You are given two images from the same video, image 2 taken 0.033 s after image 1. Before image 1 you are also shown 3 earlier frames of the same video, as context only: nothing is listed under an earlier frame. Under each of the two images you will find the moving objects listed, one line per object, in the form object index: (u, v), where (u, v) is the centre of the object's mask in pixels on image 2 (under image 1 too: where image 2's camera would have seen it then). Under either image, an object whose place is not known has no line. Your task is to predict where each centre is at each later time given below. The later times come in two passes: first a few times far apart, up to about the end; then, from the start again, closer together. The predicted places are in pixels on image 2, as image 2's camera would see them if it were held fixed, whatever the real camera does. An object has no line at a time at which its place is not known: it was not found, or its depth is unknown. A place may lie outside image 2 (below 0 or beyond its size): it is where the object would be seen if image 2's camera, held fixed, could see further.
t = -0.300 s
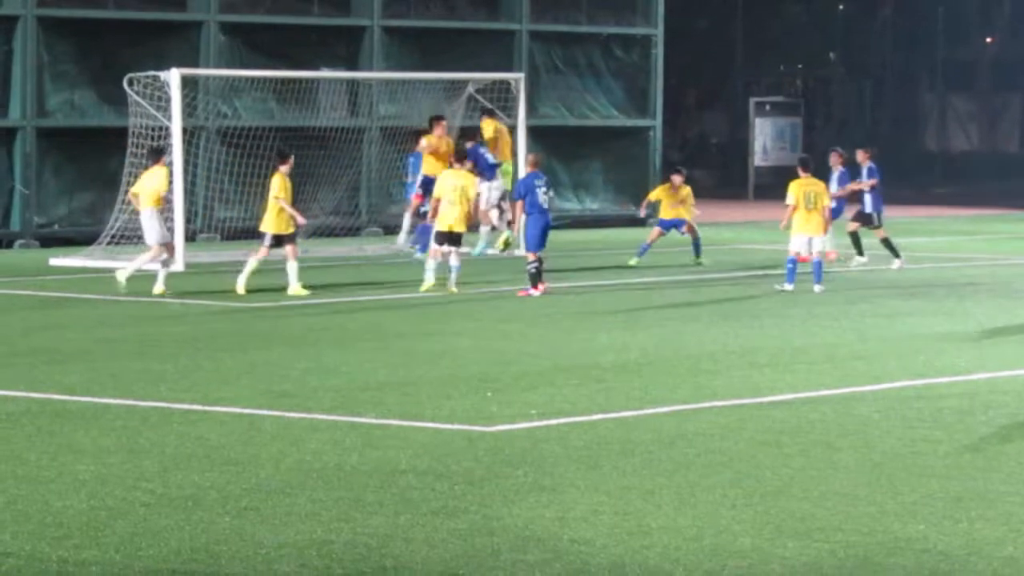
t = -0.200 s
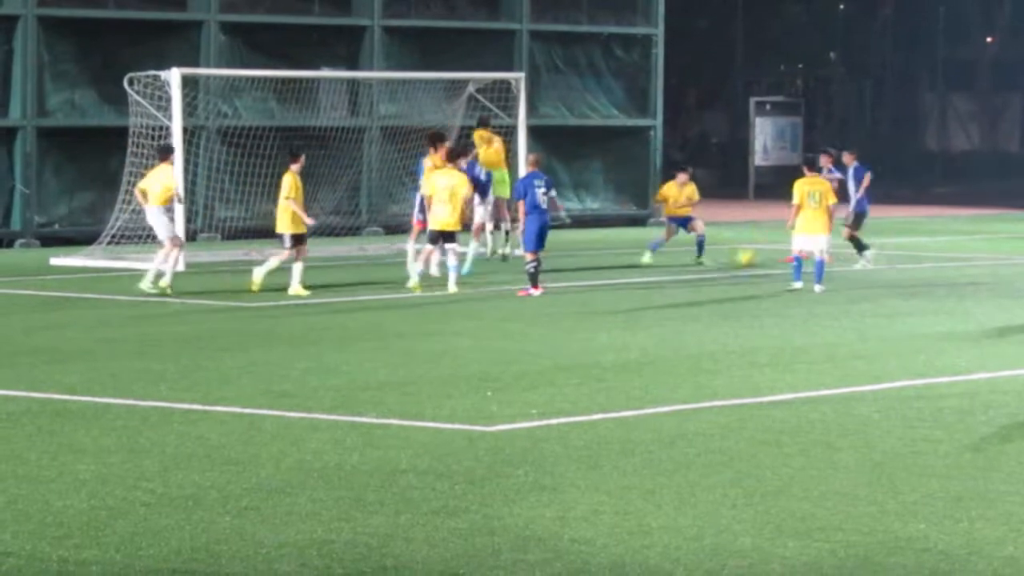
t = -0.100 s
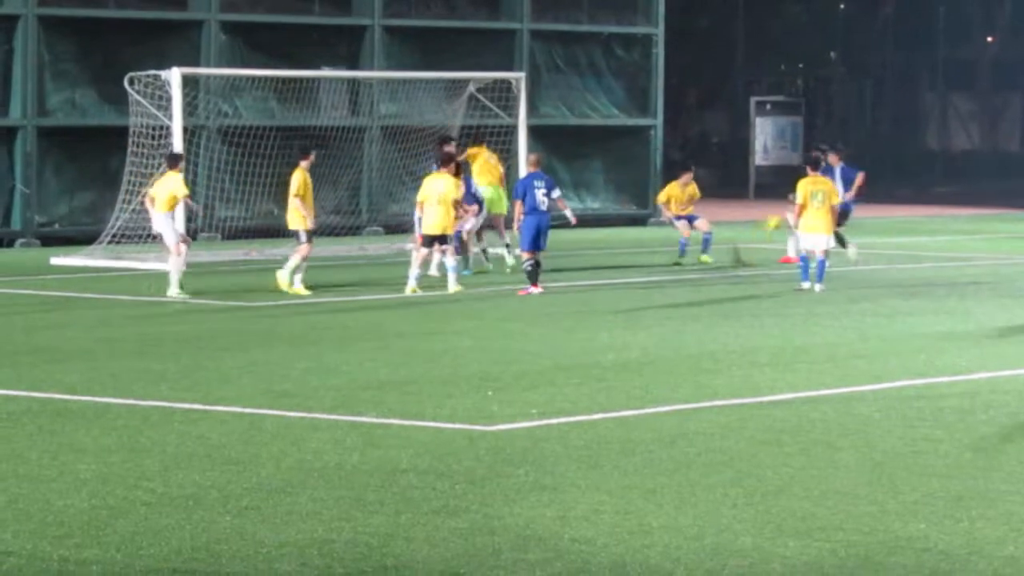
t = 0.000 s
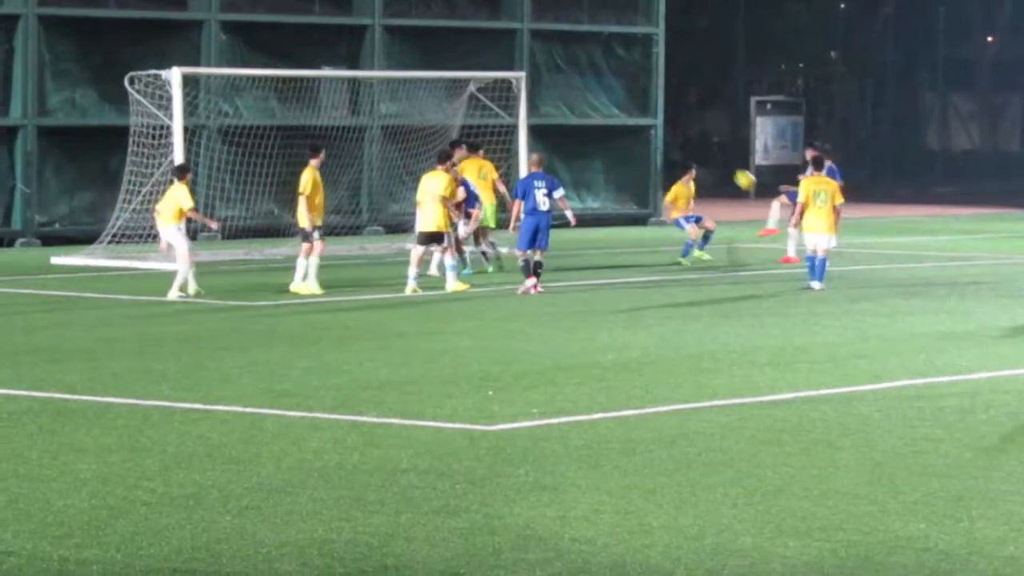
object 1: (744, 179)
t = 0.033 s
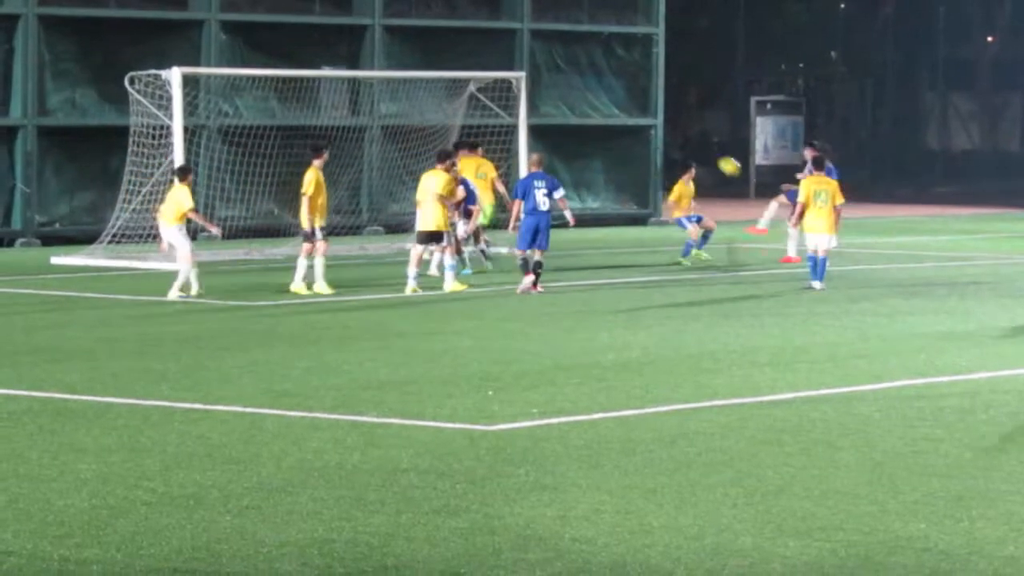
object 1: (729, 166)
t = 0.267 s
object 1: (622, 93)
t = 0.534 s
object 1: (498, 55)
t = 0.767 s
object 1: (391, 63)
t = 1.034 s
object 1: (266, 126)
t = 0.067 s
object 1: (714, 153)
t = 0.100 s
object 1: (699, 141)
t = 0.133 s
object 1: (683, 130)
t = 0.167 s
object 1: (668, 119)
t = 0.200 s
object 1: (652, 109)
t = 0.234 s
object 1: (637, 100)
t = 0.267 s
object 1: (622, 93)
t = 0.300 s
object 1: (606, 85)
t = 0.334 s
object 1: (591, 78)
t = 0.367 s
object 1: (575, 72)
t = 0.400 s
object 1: (560, 67)
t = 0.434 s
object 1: (545, 63)
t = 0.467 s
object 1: (530, 59)
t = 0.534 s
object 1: (498, 55)
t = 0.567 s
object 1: (483, 53)
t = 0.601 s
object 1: (467, 53)
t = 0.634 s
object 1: (452, 54)
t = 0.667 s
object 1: (437, 55)
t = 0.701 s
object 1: (421, 58)
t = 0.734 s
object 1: (406, 60)
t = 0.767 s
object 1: (391, 63)
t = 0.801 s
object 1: (375, 68)
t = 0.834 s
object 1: (358, 75)
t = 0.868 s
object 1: (343, 82)
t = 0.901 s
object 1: (329, 88)
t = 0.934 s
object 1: (313, 97)
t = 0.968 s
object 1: (297, 106)
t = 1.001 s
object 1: (282, 115)
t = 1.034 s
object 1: (266, 126)
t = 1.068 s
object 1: (251, 138)
